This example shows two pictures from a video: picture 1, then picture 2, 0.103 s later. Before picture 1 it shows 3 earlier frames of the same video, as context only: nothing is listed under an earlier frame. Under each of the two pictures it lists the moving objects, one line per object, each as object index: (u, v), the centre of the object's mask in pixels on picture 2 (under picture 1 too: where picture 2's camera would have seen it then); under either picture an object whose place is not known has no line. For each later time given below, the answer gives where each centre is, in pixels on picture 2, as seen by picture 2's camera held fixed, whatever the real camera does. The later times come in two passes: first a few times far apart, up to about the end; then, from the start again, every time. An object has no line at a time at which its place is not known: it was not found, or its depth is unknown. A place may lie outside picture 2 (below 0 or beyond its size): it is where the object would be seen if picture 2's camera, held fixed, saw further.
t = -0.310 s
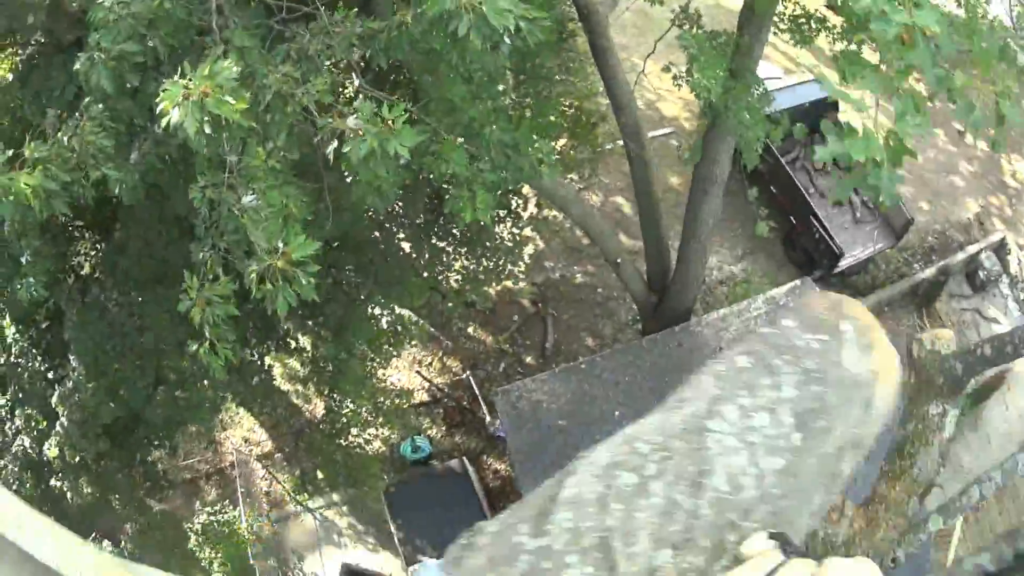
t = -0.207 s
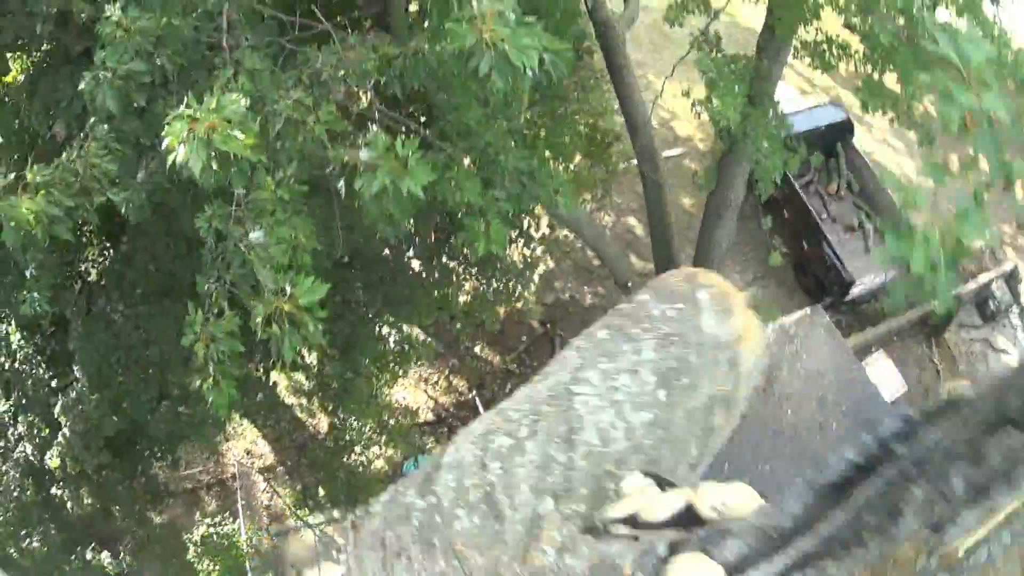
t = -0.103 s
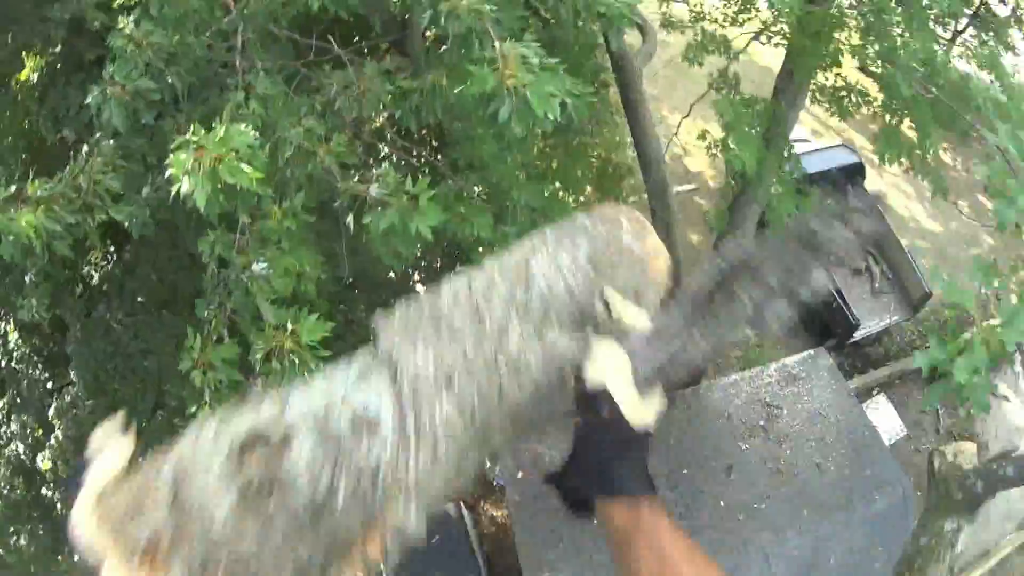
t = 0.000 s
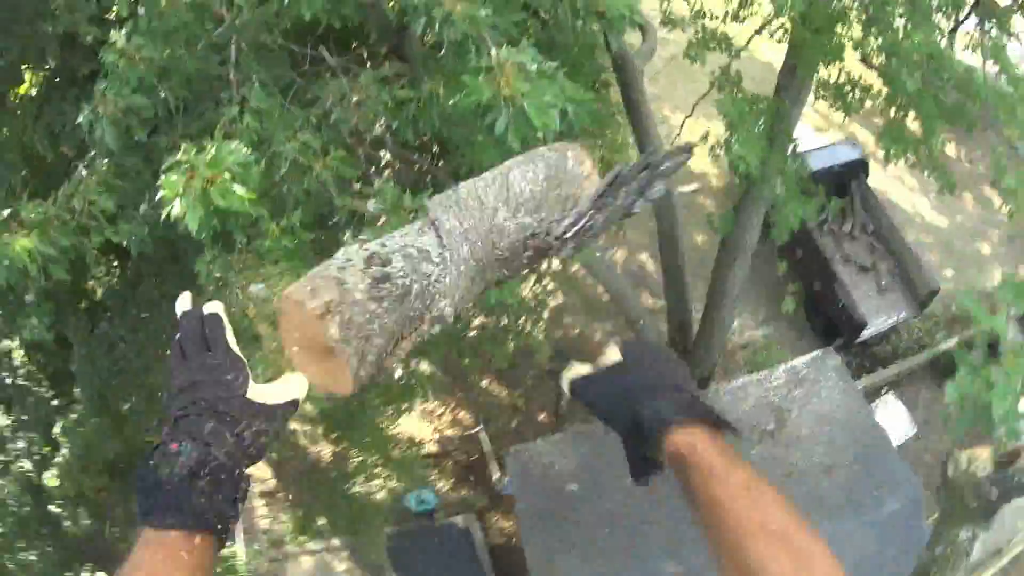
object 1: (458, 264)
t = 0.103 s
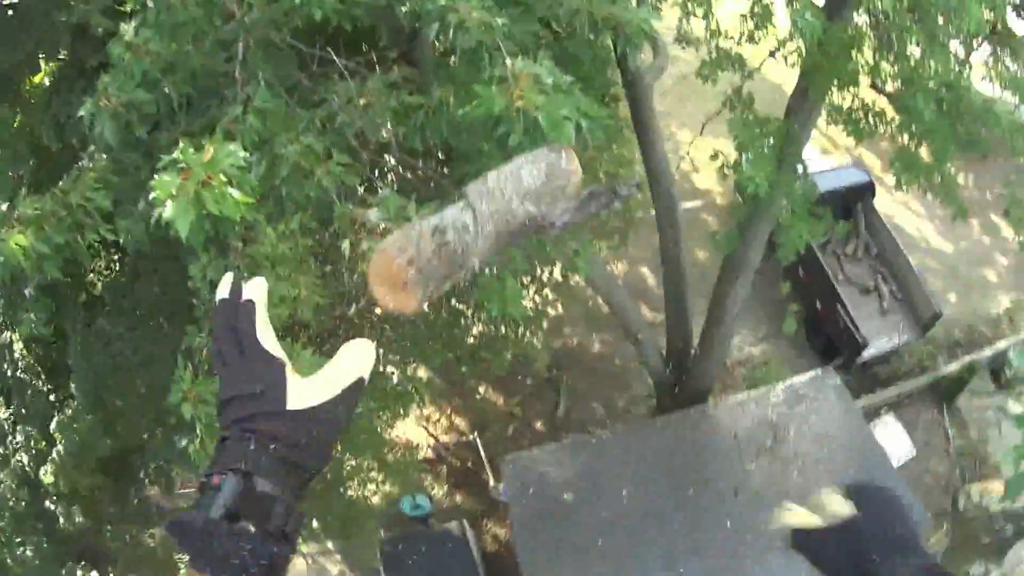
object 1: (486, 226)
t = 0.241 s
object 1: (501, 217)
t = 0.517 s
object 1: (506, 252)
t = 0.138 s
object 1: (491, 220)
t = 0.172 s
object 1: (496, 216)
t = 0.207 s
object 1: (498, 218)
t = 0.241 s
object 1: (501, 217)
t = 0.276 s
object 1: (503, 218)
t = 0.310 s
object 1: (504, 222)
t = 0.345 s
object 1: (505, 226)
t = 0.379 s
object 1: (506, 232)
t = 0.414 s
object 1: (507, 235)
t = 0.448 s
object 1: (507, 240)
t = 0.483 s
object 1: (505, 247)
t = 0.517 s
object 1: (506, 252)
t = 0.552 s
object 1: (510, 256)
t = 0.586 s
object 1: (511, 259)
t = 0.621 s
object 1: (509, 264)
